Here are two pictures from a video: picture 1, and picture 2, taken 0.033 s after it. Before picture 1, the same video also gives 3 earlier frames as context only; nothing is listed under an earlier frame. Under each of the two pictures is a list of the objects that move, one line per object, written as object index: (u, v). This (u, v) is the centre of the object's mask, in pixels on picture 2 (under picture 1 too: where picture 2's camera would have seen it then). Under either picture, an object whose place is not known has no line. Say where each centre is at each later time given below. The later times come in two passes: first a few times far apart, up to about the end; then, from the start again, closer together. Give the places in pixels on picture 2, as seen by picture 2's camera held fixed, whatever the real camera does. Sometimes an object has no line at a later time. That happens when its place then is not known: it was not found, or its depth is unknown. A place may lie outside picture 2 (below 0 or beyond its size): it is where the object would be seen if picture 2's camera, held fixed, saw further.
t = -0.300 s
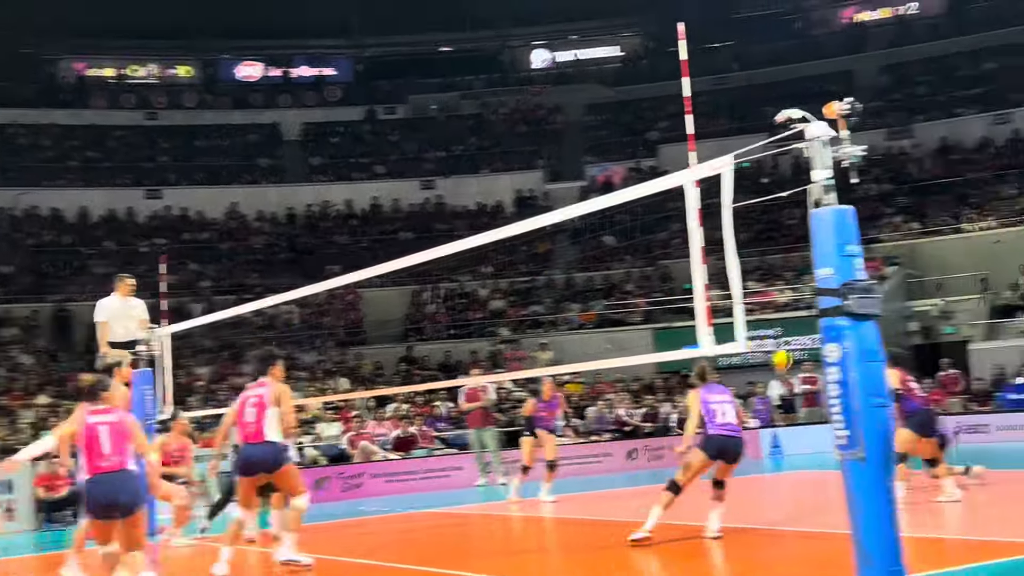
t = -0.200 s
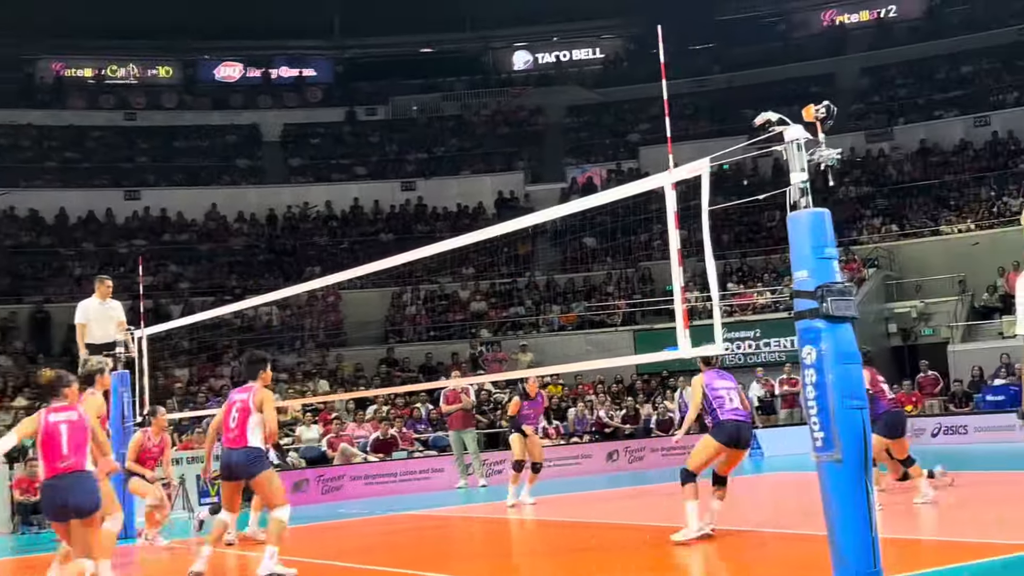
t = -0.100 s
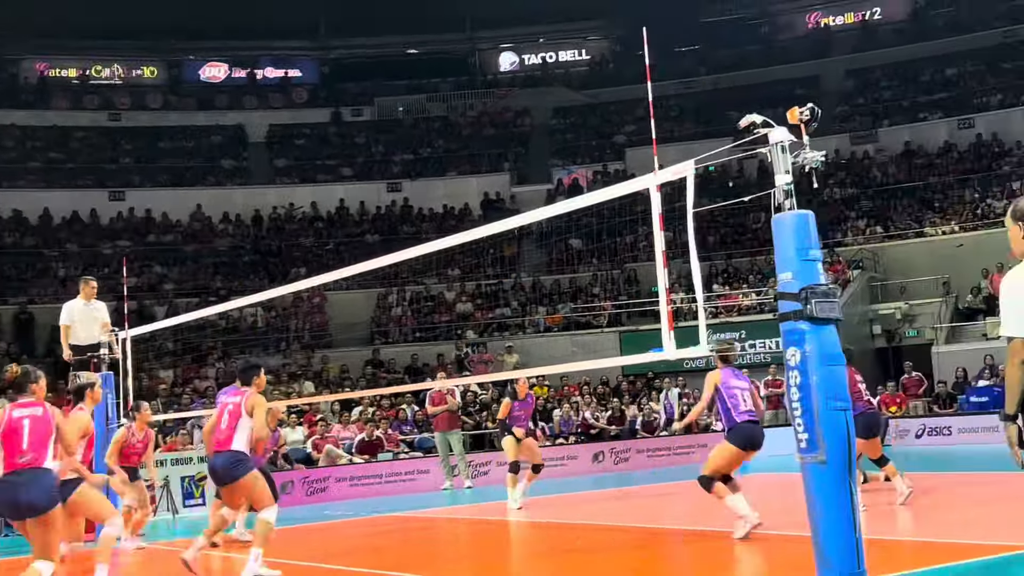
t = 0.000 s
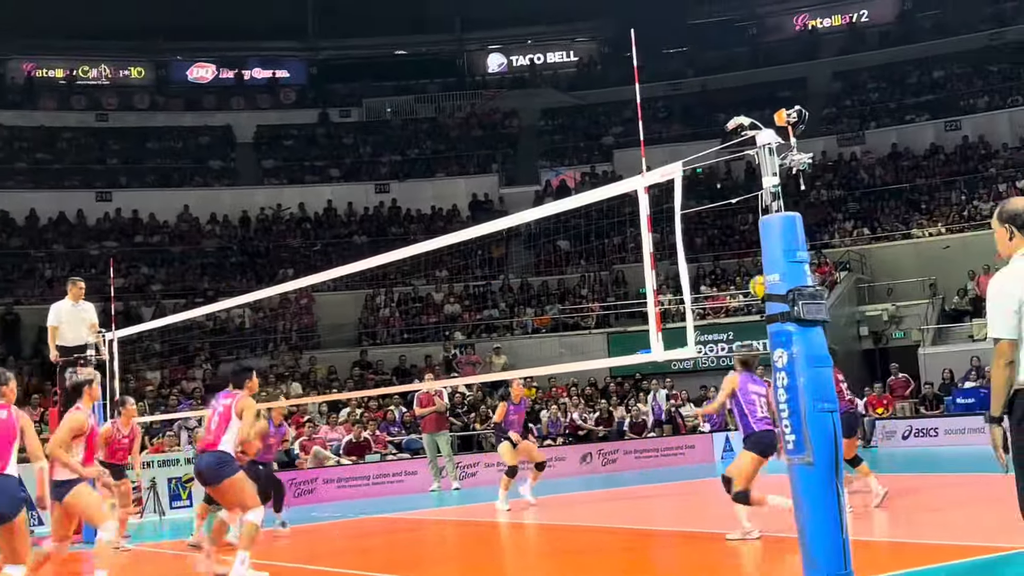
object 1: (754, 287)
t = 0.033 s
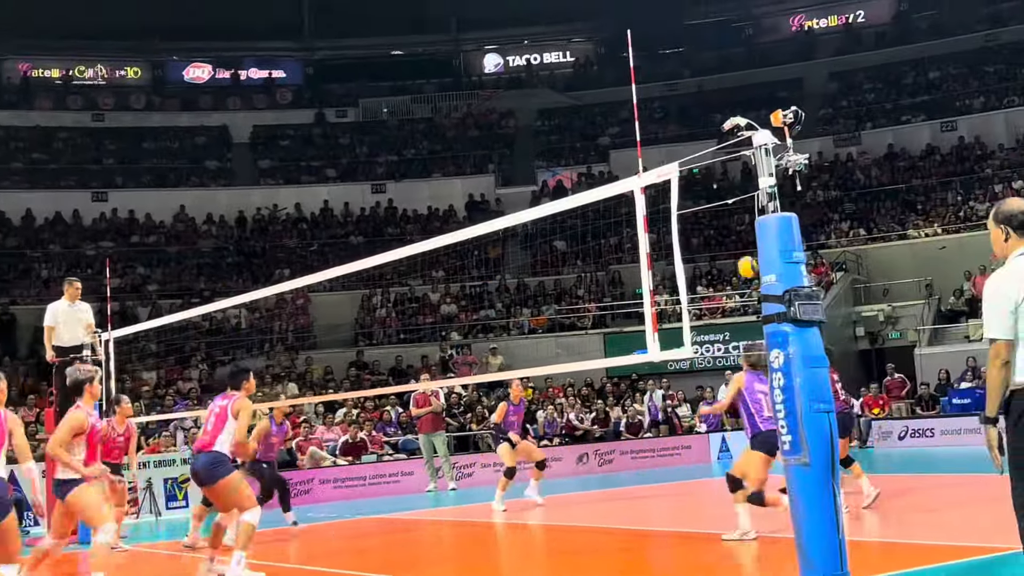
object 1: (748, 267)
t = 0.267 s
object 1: (694, 158)
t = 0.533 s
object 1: (642, 92)
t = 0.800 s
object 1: (595, 90)
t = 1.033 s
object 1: (557, 141)
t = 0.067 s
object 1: (740, 249)
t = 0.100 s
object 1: (732, 231)
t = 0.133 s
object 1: (724, 214)
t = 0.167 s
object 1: (716, 199)
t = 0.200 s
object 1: (709, 184)
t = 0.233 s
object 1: (702, 171)
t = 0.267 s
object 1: (694, 158)
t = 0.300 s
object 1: (687, 146)
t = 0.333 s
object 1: (680, 136)
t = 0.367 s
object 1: (674, 127)
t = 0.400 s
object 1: (667, 117)
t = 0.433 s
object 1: (661, 110)
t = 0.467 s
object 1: (655, 103)
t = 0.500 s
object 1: (648, 97)
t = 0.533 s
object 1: (642, 92)
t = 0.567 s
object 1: (636, 89)
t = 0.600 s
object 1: (630, 86)
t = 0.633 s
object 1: (624, 84)
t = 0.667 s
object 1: (618, 83)
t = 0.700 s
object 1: (612, 83)
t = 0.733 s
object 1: (607, 85)
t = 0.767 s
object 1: (601, 87)
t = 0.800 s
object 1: (595, 90)
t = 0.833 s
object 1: (590, 94)
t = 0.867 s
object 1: (584, 99)
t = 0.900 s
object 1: (578, 106)
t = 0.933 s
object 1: (573, 113)
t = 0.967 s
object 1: (568, 122)
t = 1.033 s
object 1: (557, 141)
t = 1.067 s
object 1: (551, 153)
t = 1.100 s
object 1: (546, 166)
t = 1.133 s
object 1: (541, 179)
